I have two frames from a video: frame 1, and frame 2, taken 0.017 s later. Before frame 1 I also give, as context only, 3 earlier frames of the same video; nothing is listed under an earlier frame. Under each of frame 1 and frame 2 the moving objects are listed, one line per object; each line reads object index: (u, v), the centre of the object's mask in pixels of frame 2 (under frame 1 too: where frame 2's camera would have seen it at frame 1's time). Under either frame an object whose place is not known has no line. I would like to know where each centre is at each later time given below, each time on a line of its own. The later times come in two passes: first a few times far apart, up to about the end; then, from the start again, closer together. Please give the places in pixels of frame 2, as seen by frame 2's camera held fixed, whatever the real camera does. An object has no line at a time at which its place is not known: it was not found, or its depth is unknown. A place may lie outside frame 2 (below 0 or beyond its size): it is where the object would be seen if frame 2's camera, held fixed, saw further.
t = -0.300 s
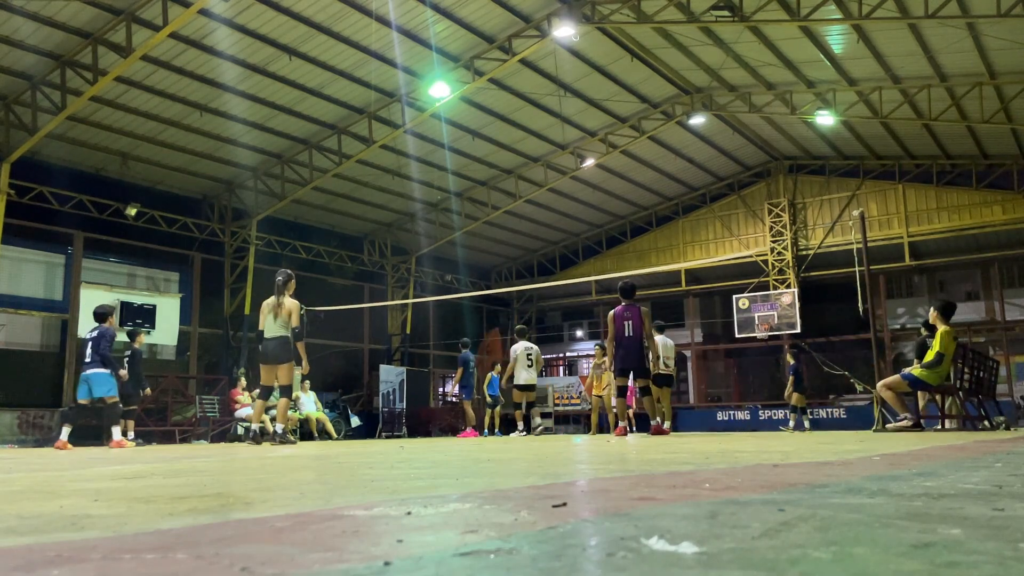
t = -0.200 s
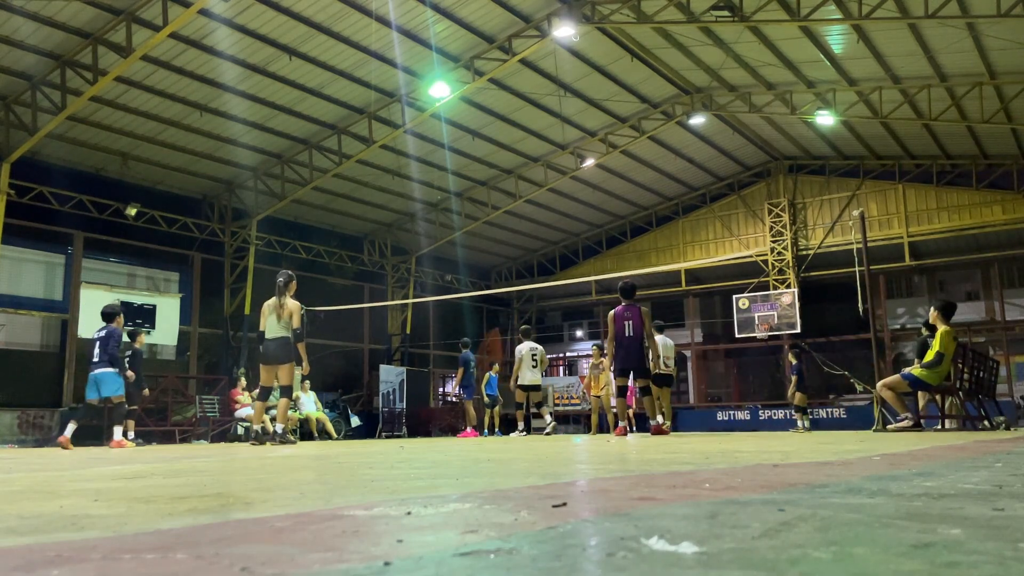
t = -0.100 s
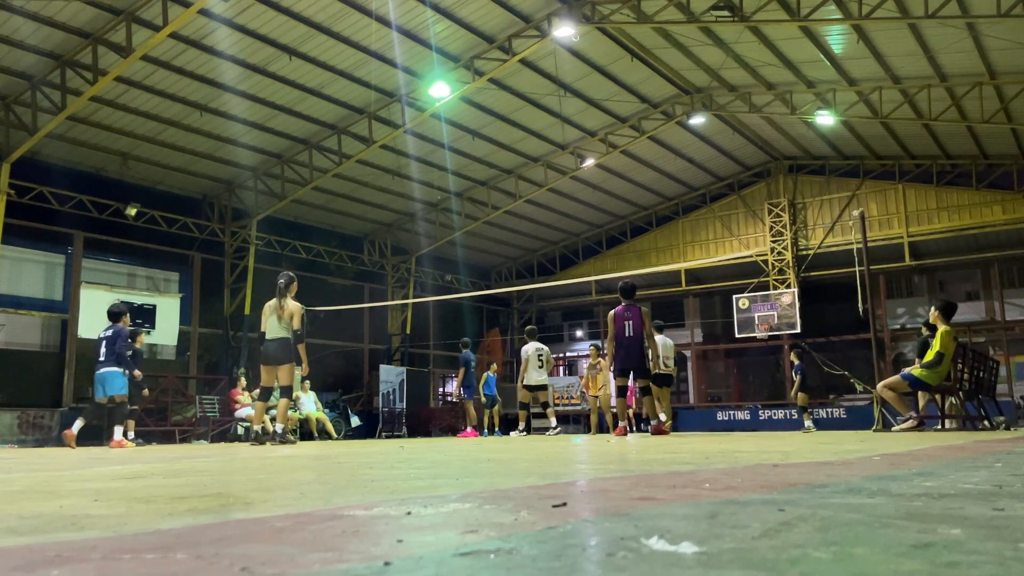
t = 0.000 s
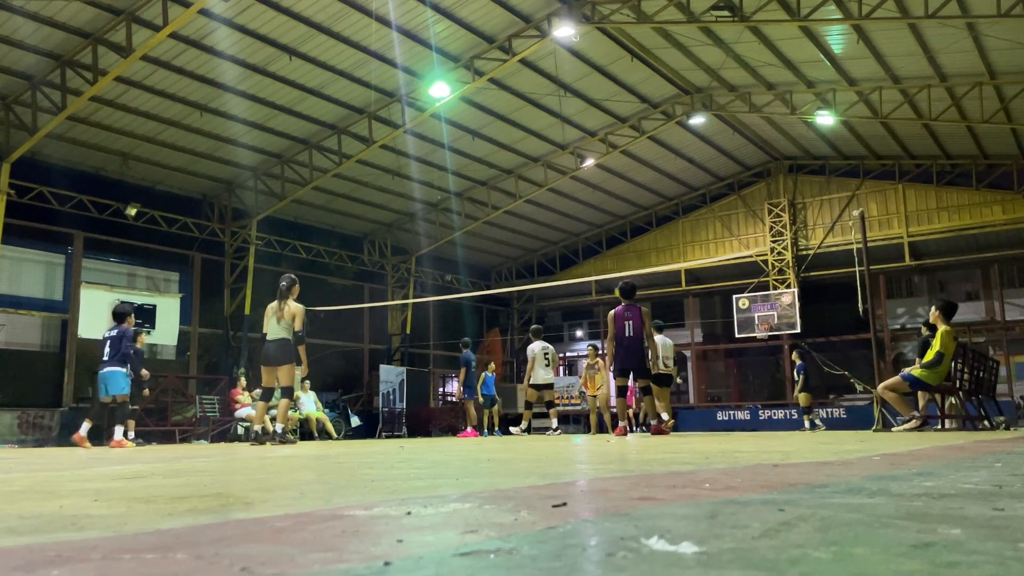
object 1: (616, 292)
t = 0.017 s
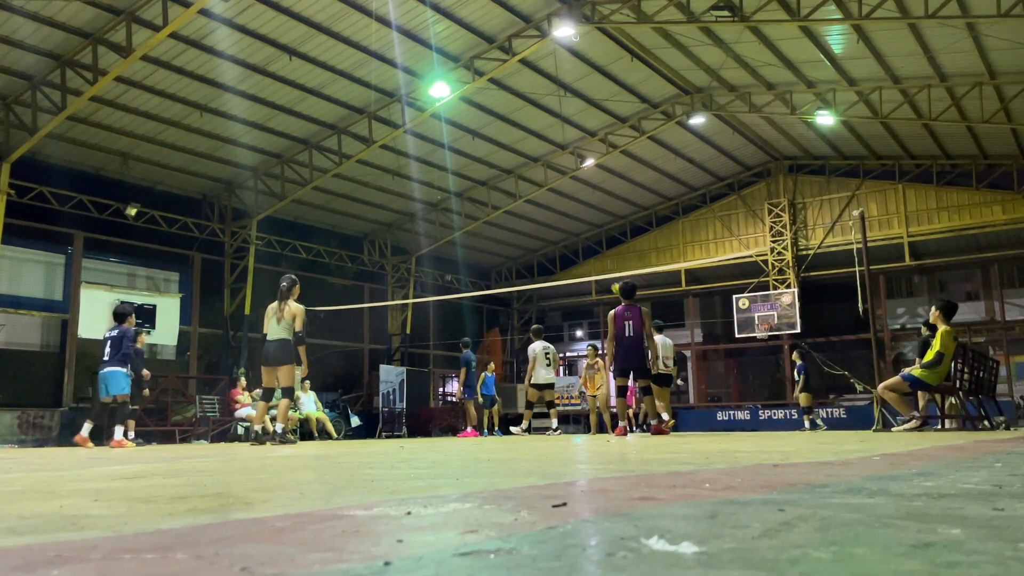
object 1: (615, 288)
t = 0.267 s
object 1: (562, 234)
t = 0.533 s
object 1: (488, 192)
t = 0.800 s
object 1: (386, 183)
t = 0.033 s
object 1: (613, 284)
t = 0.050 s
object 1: (610, 281)
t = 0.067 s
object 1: (607, 276)
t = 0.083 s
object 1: (602, 271)
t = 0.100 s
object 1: (600, 269)
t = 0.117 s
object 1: (596, 265)
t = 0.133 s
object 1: (593, 261)
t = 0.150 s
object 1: (589, 258)
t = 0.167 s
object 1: (585, 254)
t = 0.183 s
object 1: (582, 251)
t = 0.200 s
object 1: (578, 248)
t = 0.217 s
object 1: (574, 244)
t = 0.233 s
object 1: (570, 241)
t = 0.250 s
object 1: (566, 237)
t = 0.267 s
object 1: (562, 234)
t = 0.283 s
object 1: (558, 231)
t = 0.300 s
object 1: (554, 228)
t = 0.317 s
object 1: (550, 224)
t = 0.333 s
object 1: (545, 221)
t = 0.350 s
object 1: (541, 218)
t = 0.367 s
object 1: (536, 215)
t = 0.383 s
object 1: (532, 213)
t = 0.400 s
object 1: (527, 210)
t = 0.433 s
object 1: (518, 205)
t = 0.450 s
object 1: (513, 202)
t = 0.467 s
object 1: (508, 200)
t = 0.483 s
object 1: (504, 198)
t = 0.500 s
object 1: (498, 196)
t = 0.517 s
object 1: (494, 194)
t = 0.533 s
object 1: (488, 192)
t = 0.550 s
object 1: (483, 190)
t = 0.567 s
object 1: (478, 189)
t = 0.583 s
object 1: (472, 187)
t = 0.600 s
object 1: (466, 186)
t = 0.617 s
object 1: (461, 185)
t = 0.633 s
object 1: (455, 184)
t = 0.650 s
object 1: (449, 183)
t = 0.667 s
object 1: (443, 182)
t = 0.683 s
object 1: (436, 182)
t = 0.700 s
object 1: (429, 181)
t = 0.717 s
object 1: (423, 181)
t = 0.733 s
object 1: (416, 181)
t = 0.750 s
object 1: (408, 181)
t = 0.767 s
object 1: (401, 181)
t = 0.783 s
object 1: (394, 182)
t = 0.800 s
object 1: (386, 183)
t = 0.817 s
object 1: (378, 184)
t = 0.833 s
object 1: (370, 185)
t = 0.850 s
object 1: (362, 187)
